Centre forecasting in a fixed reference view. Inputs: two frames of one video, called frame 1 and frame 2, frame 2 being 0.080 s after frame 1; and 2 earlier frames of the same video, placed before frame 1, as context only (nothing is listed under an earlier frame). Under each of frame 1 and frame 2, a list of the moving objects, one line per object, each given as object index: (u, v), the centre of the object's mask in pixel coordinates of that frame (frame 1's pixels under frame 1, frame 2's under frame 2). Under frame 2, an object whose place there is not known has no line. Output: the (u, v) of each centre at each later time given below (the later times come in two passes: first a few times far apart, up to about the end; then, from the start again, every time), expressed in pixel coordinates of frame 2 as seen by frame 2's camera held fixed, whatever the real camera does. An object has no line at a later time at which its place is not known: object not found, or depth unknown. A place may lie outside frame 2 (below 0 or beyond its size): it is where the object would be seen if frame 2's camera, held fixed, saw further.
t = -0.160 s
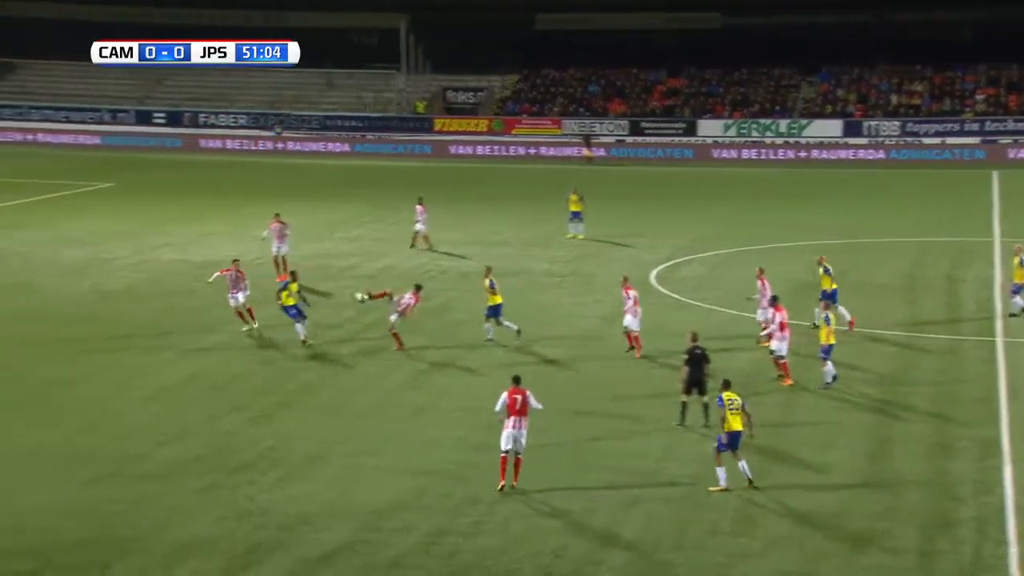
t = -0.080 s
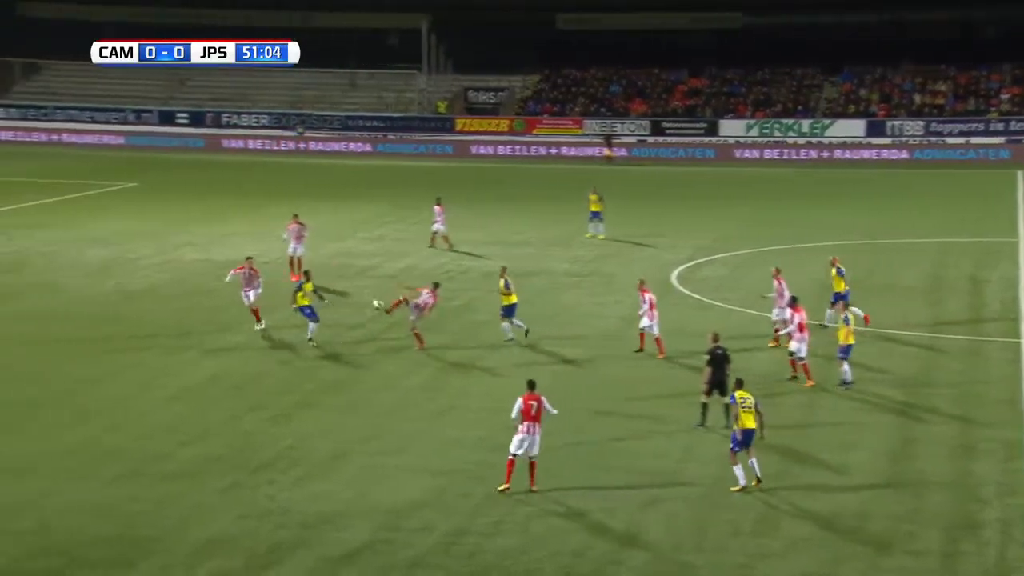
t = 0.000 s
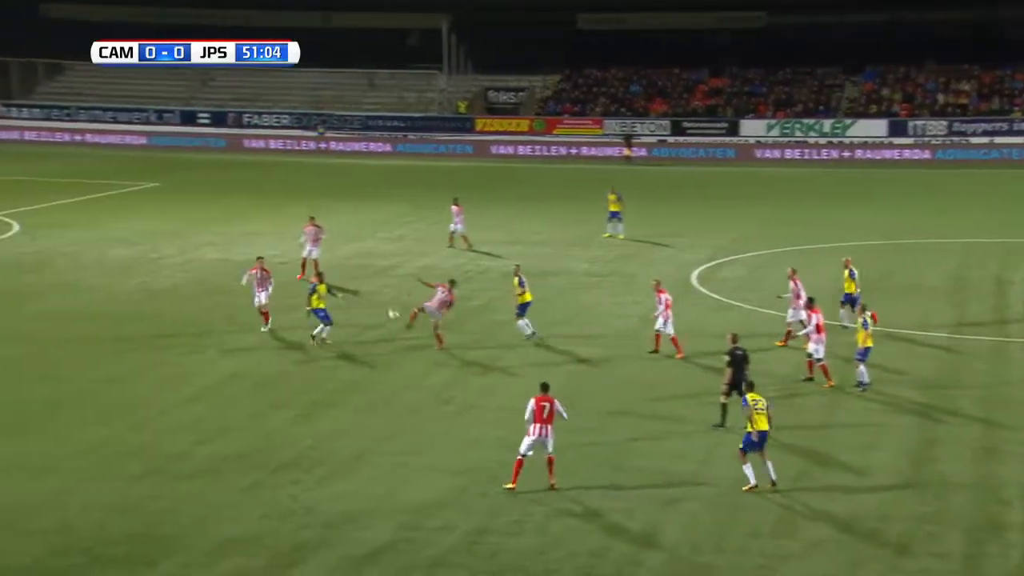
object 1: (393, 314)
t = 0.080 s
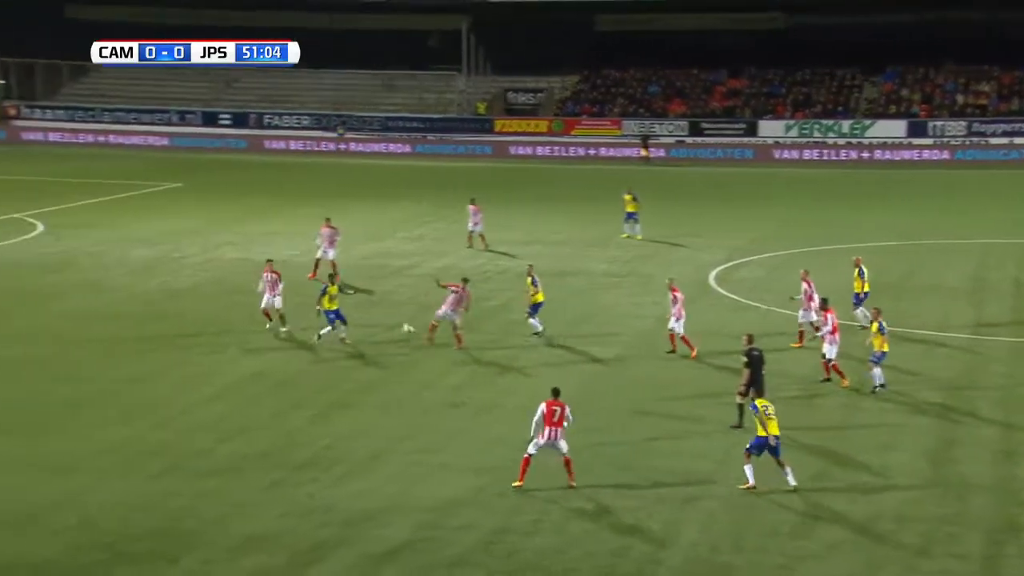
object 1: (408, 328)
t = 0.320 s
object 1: (394, 393)
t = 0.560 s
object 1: (379, 385)
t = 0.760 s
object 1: (364, 388)
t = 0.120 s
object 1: (405, 337)
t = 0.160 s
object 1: (403, 347)
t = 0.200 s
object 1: (401, 356)
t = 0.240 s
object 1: (398, 368)
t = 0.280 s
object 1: (397, 380)
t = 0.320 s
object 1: (394, 393)
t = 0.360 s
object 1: (392, 403)
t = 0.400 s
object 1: (389, 397)
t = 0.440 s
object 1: (386, 393)
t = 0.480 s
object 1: (384, 390)
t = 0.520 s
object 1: (381, 387)
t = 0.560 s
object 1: (379, 385)
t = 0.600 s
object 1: (376, 384)
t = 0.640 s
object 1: (373, 384)
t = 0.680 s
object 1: (370, 385)
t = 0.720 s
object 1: (367, 386)
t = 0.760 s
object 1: (364, 388)
